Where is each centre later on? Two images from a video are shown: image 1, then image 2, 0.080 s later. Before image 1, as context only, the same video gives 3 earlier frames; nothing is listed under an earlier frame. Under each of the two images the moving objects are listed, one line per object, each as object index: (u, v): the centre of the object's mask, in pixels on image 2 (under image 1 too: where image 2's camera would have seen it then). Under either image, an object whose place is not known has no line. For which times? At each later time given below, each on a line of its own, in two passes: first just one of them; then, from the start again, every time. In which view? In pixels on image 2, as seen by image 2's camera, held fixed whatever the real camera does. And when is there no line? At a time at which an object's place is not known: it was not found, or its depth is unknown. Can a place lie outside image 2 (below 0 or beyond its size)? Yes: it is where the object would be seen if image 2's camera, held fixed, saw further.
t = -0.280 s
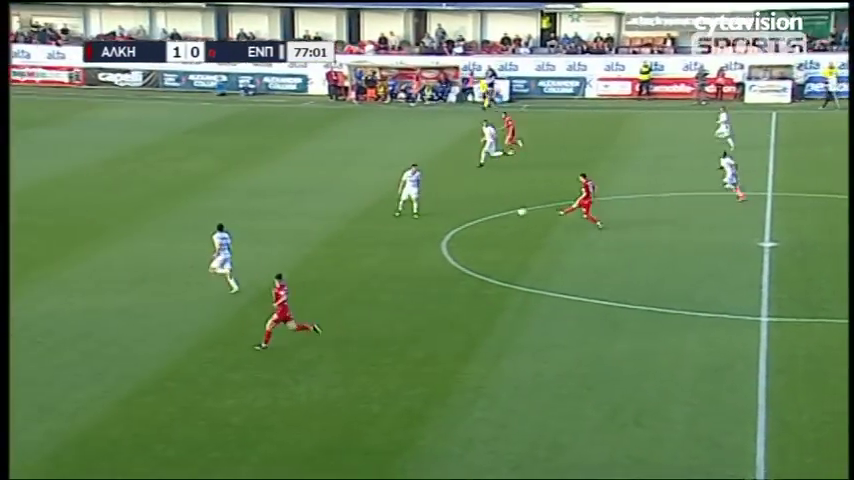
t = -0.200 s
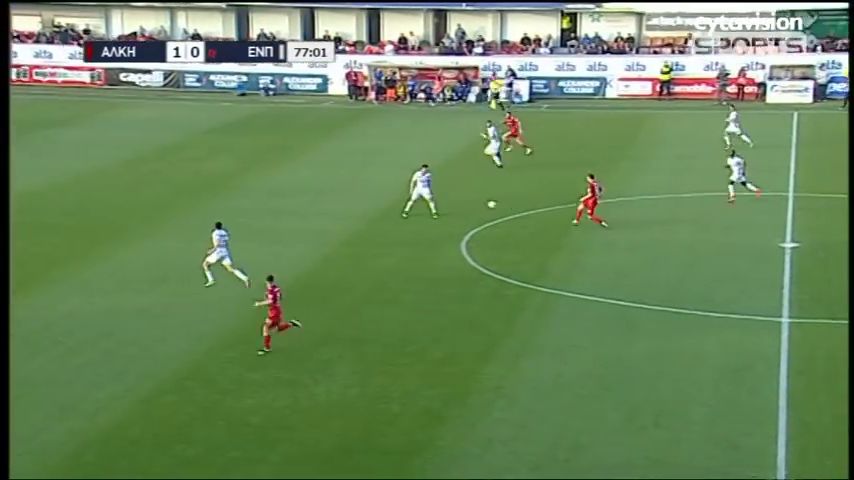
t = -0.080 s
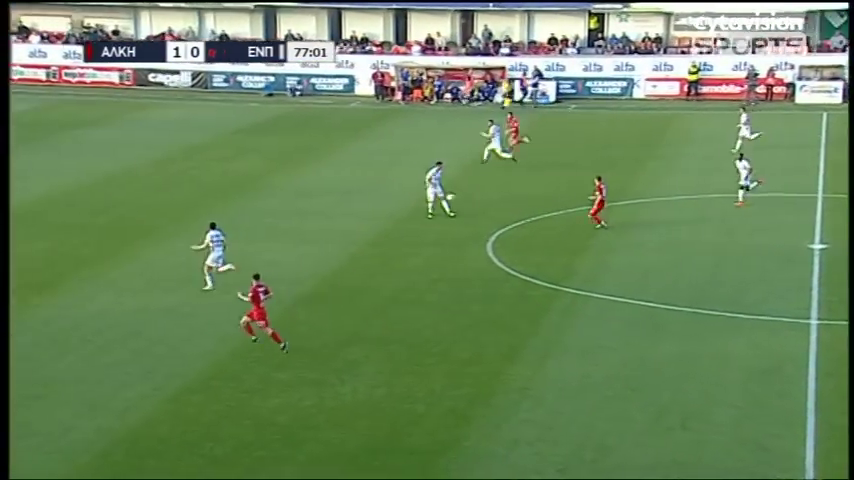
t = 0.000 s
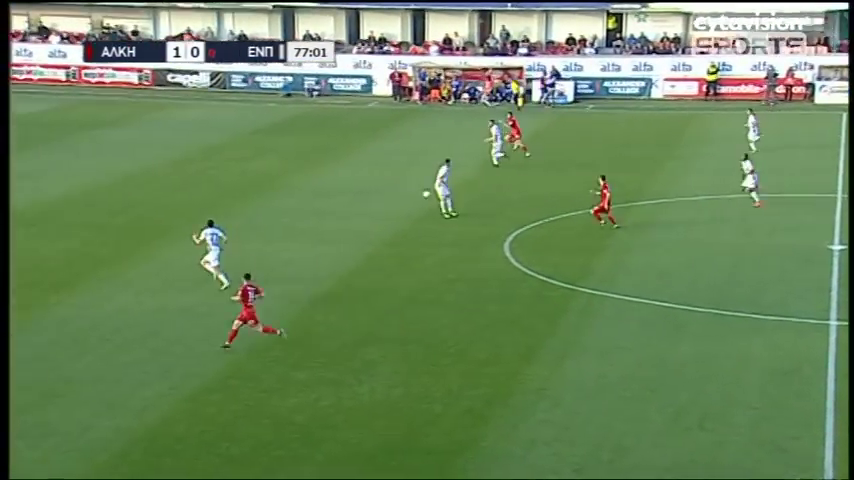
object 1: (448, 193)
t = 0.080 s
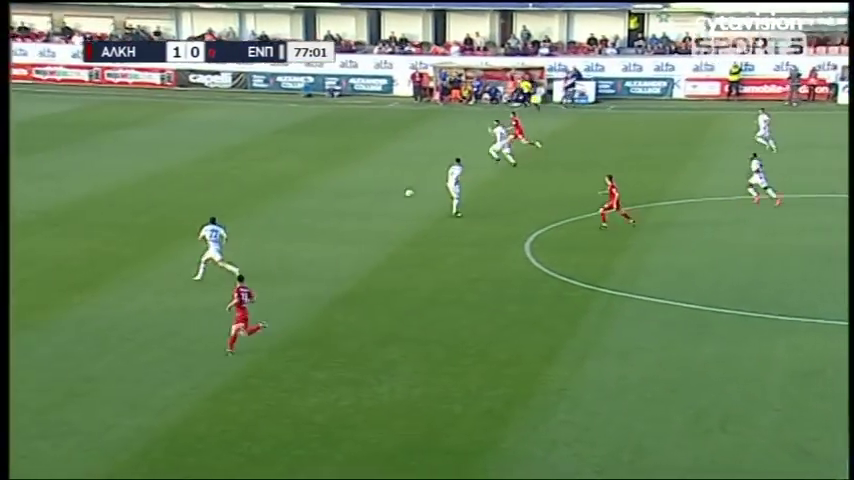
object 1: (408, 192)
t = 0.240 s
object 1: (339, 189)
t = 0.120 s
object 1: (389, 192)
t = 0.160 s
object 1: (372, 191)
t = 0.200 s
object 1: (354, 193)
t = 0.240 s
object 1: (339, 189)
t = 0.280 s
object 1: (326, 186)
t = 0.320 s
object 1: (312, 184)
